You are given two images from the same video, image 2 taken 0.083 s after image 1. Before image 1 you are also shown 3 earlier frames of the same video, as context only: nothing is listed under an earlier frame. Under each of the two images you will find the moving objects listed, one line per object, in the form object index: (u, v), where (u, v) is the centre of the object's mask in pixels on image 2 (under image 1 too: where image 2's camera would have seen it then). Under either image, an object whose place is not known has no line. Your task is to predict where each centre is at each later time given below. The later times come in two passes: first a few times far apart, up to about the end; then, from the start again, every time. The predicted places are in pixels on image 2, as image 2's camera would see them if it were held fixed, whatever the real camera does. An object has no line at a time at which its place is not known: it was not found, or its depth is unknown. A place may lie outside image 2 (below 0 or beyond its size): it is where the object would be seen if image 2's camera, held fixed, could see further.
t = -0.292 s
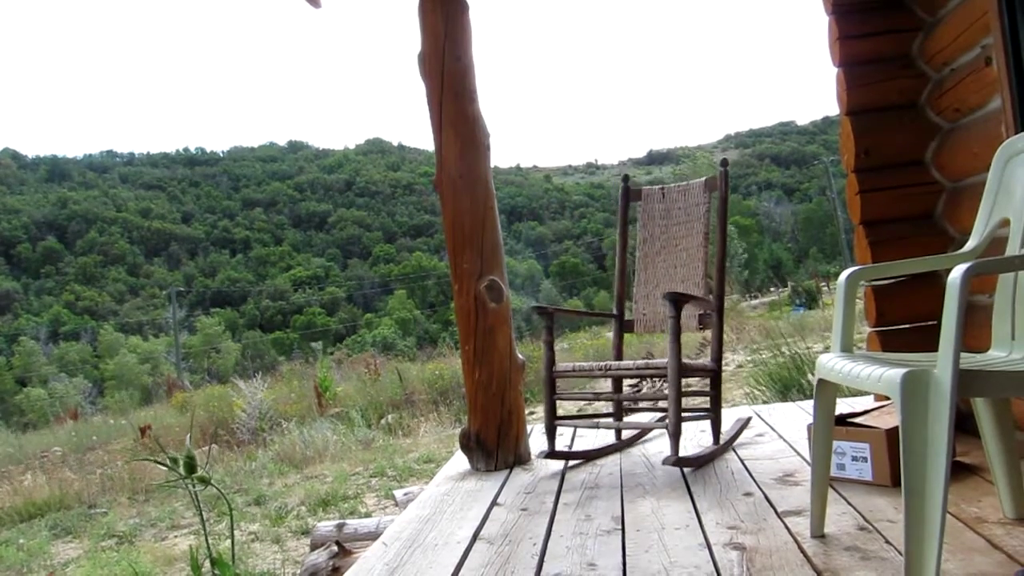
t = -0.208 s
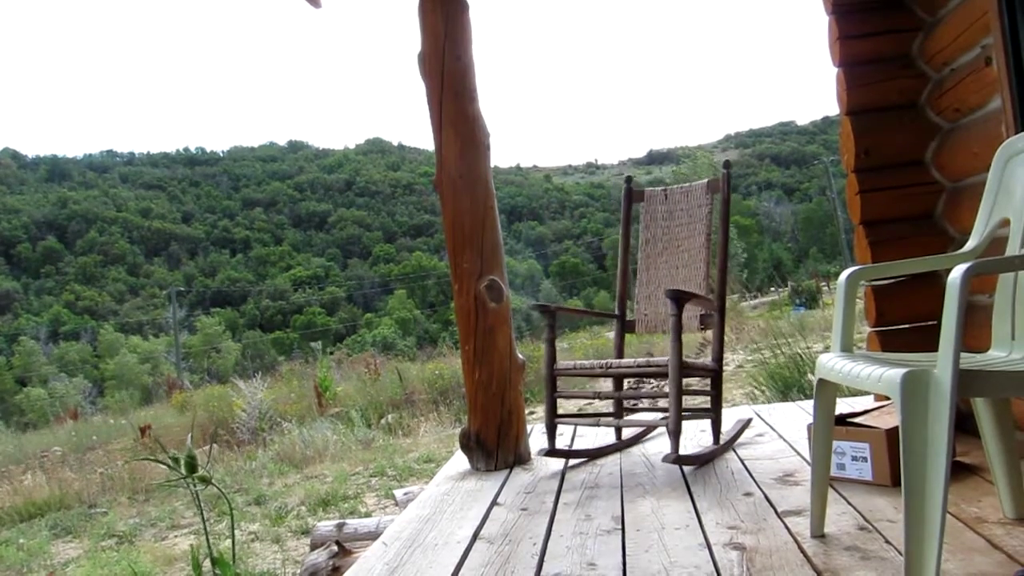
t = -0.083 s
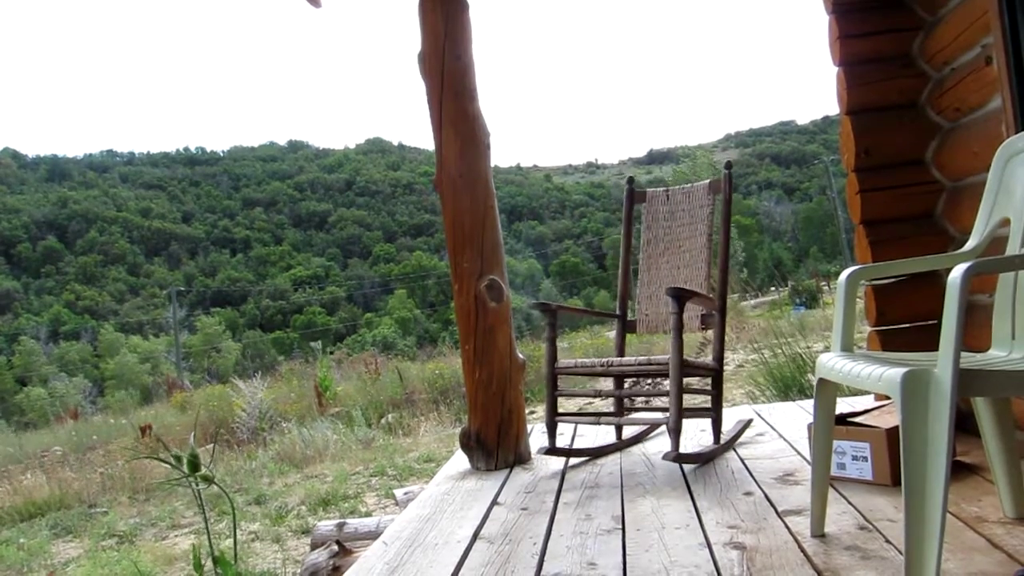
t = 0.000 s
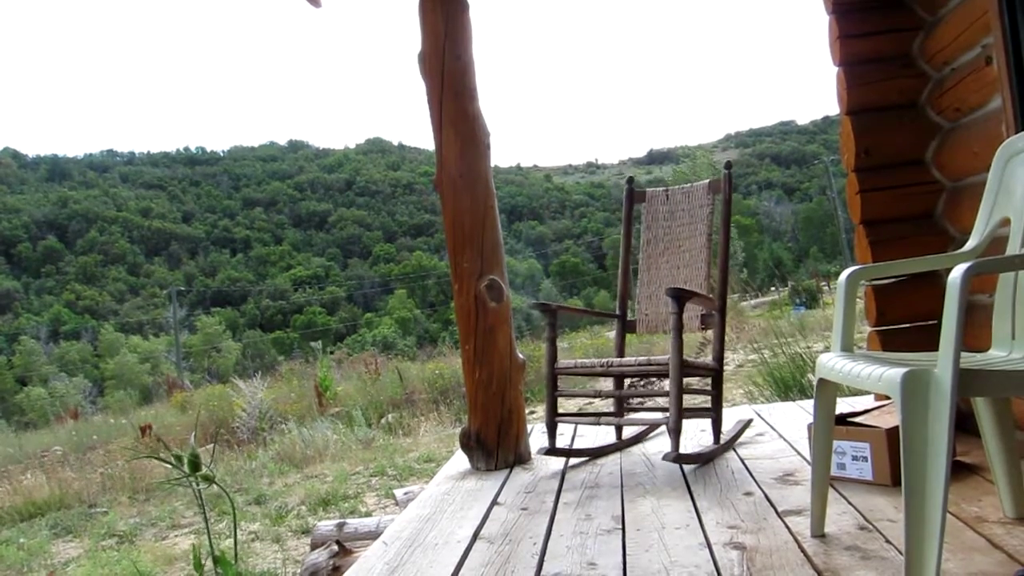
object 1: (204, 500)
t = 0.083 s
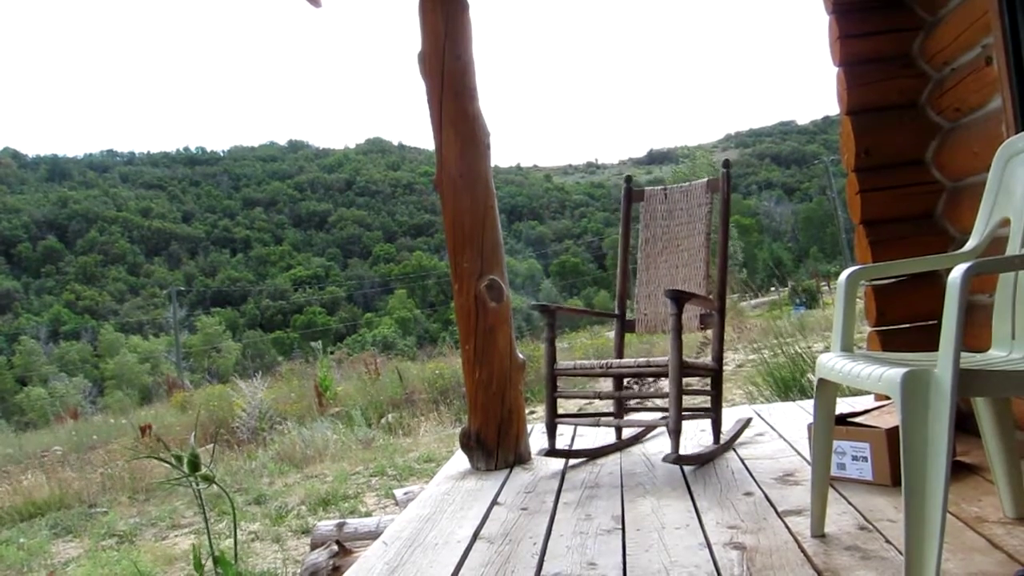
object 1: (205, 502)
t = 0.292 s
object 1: (204, 502)
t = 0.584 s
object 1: (205, 501)
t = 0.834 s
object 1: (204, 504)
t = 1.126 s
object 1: (198, 504)
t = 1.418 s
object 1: (206, 500)
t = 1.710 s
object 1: (204, 505)
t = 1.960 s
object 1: (203, 501)
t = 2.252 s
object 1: (207, 501)
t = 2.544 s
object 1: (206, 505)
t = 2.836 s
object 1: (206, 500)
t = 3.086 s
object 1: (204, 504)
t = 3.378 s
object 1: (202, 501)
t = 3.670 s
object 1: (205, 500)
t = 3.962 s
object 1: (203, 501)
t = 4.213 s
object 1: (205, 500)
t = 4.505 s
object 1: (203, 504)
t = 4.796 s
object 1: (204, 504)
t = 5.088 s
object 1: (203, 505)
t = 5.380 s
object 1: (200, 502)
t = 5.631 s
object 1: (200, 501)
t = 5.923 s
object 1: (200, 498)
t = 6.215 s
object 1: (204, 503)
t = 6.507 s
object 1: (202, 504)
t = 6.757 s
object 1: (203, 499)
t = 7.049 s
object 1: (195, 504)
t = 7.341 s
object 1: (200, 502)
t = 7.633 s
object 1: (212, 498)
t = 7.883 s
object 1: (198, 501)
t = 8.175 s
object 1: (208, 498)
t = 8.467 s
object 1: (205, 499)
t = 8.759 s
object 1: (188, 504)
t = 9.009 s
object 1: (197, 502)
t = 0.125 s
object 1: (204, 500)
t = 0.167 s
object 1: (204, 501)
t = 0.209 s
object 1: (204, 501)
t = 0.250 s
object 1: (203, 500)
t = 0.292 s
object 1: (204, 502)
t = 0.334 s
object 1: (203, 501)
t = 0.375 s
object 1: (204, 502)
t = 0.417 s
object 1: (204, 501)
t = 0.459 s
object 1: (203, 504)
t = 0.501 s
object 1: (204, 502)
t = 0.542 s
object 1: (204, 501)
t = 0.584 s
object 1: (205, 501)
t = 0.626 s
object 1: (205, 502)
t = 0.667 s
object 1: (204, 501)
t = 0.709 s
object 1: (205, 501)
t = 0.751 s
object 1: (204, 499)
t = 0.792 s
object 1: (204, 500)
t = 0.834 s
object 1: (204, 504)
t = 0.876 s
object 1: (204, 501)
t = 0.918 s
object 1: (203, 504)
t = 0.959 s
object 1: (202, 504)
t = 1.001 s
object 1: (201, 504)
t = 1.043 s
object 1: (199, 501)
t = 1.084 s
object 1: (198, 504)
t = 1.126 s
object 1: (198, 504)
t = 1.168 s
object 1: (199, 504)
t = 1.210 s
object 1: (200, 504)
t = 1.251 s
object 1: (202, 500)
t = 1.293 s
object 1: (204, 500)
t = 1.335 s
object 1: (204, 504)
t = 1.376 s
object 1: (205, 504)
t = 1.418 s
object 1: (206, 500)
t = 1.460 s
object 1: (207, 499)
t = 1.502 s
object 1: (207, 499)
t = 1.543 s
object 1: (207, 499)
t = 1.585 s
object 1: (207, 500)
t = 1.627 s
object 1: (206, 500)
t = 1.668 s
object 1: (206, 501)
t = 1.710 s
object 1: (204, 505)
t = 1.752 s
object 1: (203, 503)
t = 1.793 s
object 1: (203, 500)
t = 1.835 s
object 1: (203, 500)
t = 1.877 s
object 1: (202, 500)
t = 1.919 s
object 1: (203, 501)
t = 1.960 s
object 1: (203, 501)
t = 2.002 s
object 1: (204, 501)
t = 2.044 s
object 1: (204, 501)
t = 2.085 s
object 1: (205, 500)
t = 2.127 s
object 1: (205, 501)
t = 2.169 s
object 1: (206, 501)
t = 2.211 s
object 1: (206, 501)
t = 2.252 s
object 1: (207, 501)
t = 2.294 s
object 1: (207, 501)
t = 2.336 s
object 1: (207, 501)
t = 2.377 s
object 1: (207, 501)
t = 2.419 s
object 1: (207, 501)
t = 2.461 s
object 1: (207, 501)
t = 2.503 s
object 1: (206, 501)
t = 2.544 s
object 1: (206, 505)
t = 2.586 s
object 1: (206, 501)
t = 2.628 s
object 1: (206, 501)
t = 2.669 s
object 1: (206, 501)
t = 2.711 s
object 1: (206, 502)
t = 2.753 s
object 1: (206, 502)
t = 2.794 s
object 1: (206, 502)
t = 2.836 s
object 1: (206, 500)
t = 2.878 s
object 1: (206, 501)
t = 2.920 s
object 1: (205, 504)
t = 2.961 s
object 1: (205, 504)
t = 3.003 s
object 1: (205, 504)
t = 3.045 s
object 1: (205, 505)
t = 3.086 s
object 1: (204, 504)
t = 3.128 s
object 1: (203, 501)
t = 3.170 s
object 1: (203, 506)
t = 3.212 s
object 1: (203, 502)
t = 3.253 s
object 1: (202, 502)
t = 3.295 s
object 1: (202, 502)
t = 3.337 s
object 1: (202, 502)
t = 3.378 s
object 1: (202, 501)
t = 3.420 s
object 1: (203, 500)
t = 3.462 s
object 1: (203, 500)
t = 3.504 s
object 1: (204, 501)
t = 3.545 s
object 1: (205, 500)
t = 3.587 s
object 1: (205, 500)
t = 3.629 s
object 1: (205, 500)
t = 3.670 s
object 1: (205, 500)
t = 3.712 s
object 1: (204, 501)
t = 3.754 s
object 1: (204, 500)
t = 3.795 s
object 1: (204, 501)
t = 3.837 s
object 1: (203, 500)
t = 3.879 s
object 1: (203, 504)
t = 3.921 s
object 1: (202, 505)
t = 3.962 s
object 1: (203, 501)
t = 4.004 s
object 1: (202, 502)
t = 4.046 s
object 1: (203, 504)
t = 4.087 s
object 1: (203, 504)
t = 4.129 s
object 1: (204, 500)
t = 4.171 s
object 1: (205, 500)
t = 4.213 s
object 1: (205, 500)
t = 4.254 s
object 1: (205, 500)
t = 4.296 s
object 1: (205, 500)
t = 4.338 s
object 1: (205, 500)
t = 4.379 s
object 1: (204, 500)
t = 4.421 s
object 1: (204, 500)
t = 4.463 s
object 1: (203, 504)
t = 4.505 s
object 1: (203, 504)
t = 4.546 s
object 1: (203, 504)
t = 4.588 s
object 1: (202, 504)
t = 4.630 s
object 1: (203, 500)
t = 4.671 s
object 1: (203, 504)
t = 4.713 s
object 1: (203, 504)
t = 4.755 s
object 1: (203, 504)
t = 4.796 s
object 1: (204, 504)
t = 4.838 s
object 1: (204, 503)
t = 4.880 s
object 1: (205, 500)
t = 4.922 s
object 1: (205, 500)
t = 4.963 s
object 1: (204, 504)
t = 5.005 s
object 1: (204, 504)
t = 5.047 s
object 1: (203, 504)
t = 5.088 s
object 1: (203, 505)
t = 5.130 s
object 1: (202, 504)
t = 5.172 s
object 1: (201, 503)
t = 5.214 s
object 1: (200, 503)
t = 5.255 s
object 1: (200, 503)
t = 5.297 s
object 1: (200, 502)
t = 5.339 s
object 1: (200, 502)
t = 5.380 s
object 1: (200, 502)
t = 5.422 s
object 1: (200, 502)
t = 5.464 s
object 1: (200, 502)
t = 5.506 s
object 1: (200, 502)
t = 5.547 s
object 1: (200, 502)
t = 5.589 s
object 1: (200, 502)
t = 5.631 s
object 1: (200, 501)
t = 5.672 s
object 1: (200, 501)
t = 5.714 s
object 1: (200, 501)
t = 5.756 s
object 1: (200, 502)
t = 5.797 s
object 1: (200, 502)
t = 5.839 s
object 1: (200, 502)
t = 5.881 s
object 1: (200, 502)
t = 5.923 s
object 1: (200, 498)
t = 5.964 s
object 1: (200, 498)
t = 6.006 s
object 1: (201, 499)
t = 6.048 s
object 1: (201, 500)
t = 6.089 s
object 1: (202, 501)
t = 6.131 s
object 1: (203, 507)
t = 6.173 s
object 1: (204, 503)
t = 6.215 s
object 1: (204, 503)
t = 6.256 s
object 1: (205, 502)
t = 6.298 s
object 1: (205, 503)
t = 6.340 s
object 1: (205, 501)
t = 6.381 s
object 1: (204, 500)
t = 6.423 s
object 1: (204, 499)
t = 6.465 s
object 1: (202, 504)
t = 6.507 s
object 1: (202, 504)
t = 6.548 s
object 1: (202, 503)
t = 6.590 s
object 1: (202, 499)
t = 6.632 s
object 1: (202, 500)
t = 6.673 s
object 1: (203, 499)
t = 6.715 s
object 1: (203, 499)
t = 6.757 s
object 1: (203, 499)
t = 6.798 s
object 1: (204, 503)
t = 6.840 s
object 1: (204, 502)
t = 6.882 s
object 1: (203, 503)
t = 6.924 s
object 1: (201, 502)
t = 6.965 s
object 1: (199, 503)
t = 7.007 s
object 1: (196, 501)
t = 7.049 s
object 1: (195, 504)
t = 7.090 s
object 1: (192, 504)
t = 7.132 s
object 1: (192, 504)
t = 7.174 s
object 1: (192, 505)
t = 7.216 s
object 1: (193, 505)
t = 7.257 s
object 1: (196, 506)
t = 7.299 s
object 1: (198, 504)
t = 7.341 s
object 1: (200, 502)
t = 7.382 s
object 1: (206, 501)
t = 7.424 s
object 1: (208, 505)
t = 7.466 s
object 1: (211, 500)
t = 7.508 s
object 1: (211, 498)
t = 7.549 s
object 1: (212, 498)
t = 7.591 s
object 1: (212, 497)
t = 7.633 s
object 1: (212, 498)
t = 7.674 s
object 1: (211, 501)
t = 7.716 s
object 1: (209, 499)
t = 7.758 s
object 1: (207, 500)
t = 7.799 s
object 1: (203, 501)
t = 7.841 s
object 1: (200, 501)
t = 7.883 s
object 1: (198, 501)
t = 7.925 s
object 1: (197, 502)
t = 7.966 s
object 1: (197, 501)
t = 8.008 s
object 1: (198, 498)
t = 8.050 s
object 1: (200, 502)
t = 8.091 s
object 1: (202, 501)
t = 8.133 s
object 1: (205, 501)
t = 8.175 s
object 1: (208, 498)
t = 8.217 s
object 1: (210, 496)
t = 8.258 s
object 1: (210, 494)
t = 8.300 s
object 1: (211, 494)
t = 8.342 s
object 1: (211, 494)
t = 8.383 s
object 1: (210, 495)
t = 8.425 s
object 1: (208, 496)
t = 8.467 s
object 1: (205, 499)
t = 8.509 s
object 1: (202, 498)
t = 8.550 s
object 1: (198, 499)
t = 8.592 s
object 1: (195, 502)
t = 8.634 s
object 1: (194, 505)
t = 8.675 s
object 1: (192, 503)
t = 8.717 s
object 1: (189, 505)
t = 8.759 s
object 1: (188, 504)
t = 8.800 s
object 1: (188, 502)
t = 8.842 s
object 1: (189, 501)
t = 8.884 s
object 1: (191, 499)
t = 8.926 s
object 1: (193, 501)
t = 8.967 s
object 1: (195, 501)
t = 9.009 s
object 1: (197, 502)
